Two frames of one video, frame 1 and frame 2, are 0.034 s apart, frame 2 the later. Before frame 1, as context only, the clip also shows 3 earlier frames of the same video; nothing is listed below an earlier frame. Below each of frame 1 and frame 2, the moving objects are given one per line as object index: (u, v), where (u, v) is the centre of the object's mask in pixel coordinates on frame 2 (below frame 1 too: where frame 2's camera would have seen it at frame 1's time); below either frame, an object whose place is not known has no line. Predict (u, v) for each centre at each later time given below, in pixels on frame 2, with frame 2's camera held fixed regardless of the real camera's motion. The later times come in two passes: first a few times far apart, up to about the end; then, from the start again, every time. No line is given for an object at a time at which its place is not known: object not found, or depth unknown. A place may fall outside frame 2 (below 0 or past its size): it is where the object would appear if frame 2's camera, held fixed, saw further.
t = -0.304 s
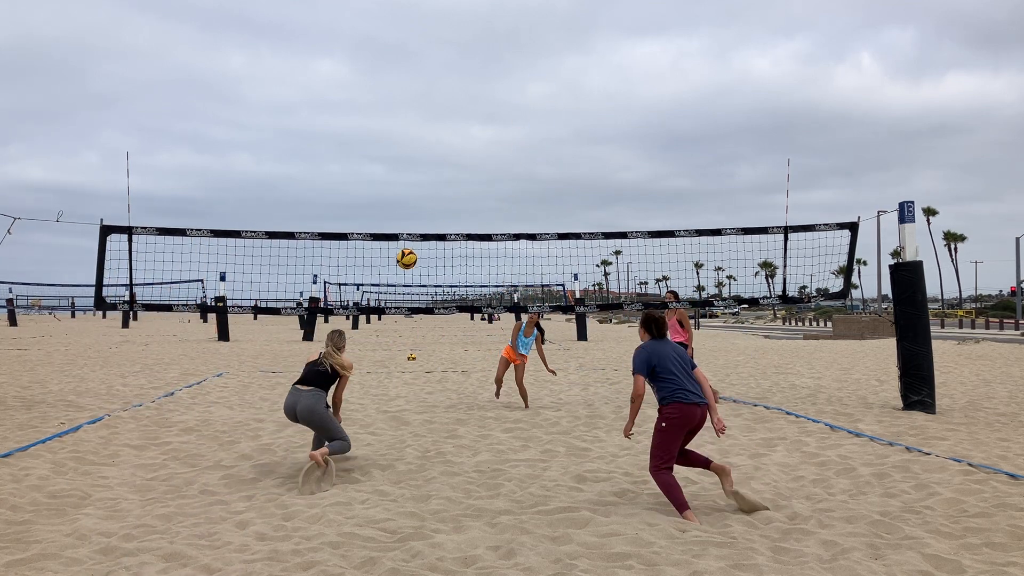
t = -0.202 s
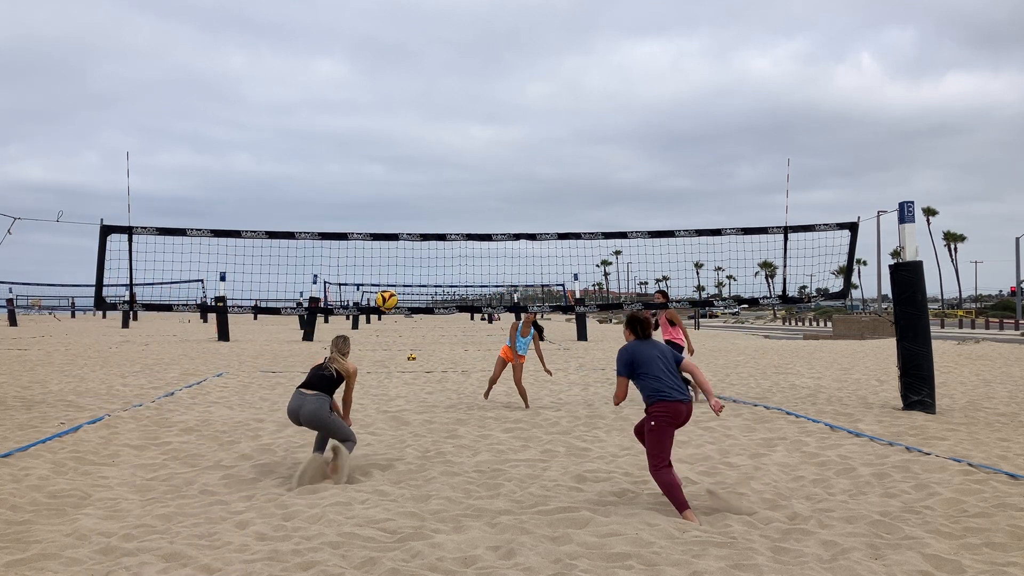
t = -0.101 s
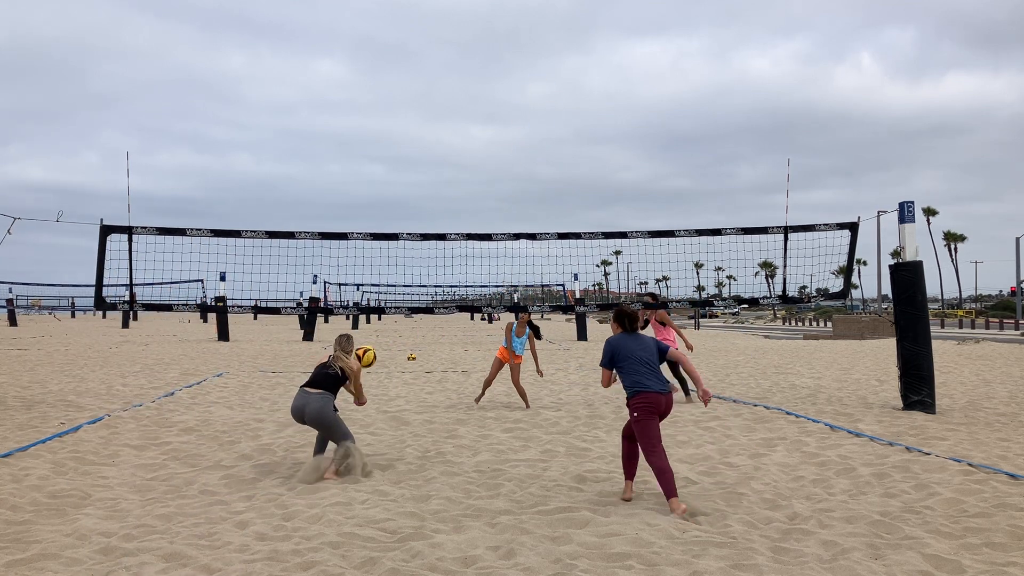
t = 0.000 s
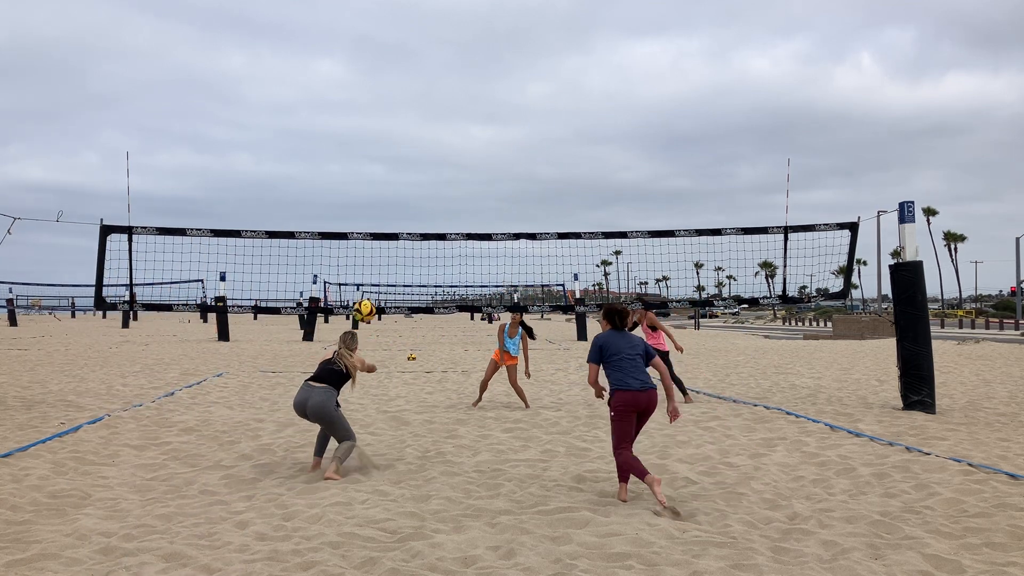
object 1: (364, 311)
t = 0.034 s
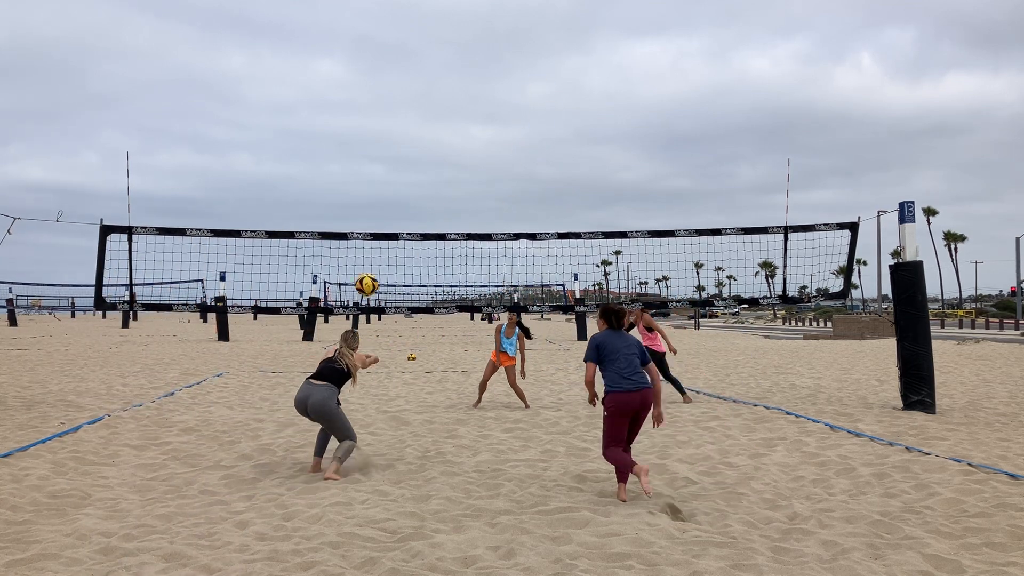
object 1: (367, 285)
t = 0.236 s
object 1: (382, 158)
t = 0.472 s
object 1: (400, 69)
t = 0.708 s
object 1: (419, 38)
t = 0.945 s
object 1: (439, 60)
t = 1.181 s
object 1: (460, 132)
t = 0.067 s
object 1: (369, 260)
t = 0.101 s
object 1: (372, 237)
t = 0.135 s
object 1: (374, 215)
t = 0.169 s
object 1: (376, 195)
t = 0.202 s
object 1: (379, 176)
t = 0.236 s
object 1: (382, 158)
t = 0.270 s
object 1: (384, 142)
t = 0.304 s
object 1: (387, 126)
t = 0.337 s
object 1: (389, 113)
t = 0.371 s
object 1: (392, 100)
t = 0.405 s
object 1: (395, 88)
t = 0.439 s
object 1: (397, 78)
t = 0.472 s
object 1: (400, 69)
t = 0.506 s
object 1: (403, 61)
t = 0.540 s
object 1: (405, 54)
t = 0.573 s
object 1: (408, 49)
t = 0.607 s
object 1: (410, 44)
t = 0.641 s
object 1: (413, 41)
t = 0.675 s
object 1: (416, 39)
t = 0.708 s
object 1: (419, 38)
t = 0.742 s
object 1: (422, 38)
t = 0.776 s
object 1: (425, 39)
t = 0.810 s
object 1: (428, 41)
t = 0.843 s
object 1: (430, 44)
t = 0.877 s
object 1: (433, 48)
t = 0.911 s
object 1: (436, 54)
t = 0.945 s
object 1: (439, 60)
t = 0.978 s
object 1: (442, 67)
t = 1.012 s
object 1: (445, 76)
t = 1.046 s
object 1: (448, 85)
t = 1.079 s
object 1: (451, 96)
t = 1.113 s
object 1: (454, 107)
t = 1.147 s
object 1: (457, 119)
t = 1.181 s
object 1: (460, 132)
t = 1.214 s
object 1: (463, 147)
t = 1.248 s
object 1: (466, 161)
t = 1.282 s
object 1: (469, 178)
